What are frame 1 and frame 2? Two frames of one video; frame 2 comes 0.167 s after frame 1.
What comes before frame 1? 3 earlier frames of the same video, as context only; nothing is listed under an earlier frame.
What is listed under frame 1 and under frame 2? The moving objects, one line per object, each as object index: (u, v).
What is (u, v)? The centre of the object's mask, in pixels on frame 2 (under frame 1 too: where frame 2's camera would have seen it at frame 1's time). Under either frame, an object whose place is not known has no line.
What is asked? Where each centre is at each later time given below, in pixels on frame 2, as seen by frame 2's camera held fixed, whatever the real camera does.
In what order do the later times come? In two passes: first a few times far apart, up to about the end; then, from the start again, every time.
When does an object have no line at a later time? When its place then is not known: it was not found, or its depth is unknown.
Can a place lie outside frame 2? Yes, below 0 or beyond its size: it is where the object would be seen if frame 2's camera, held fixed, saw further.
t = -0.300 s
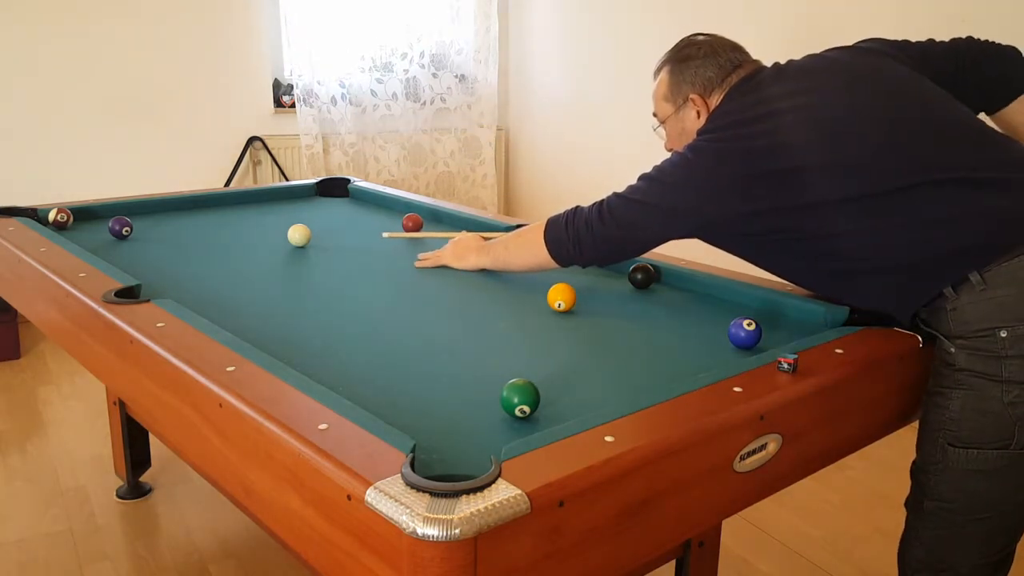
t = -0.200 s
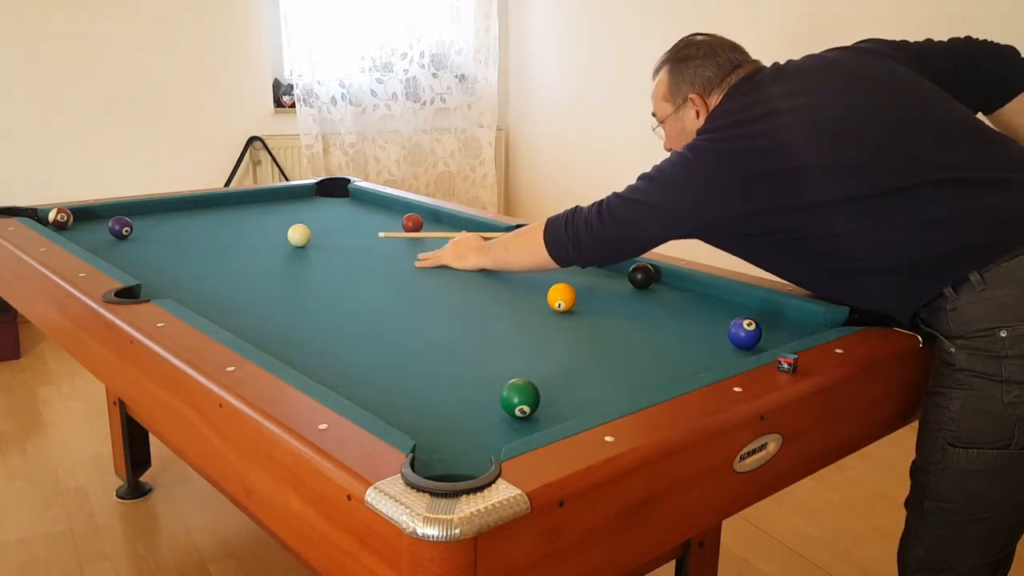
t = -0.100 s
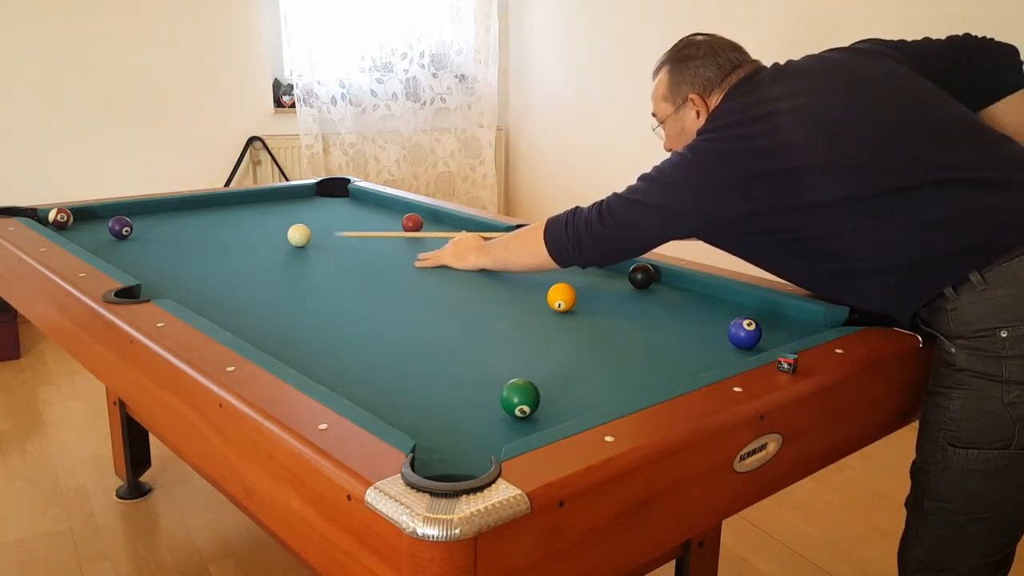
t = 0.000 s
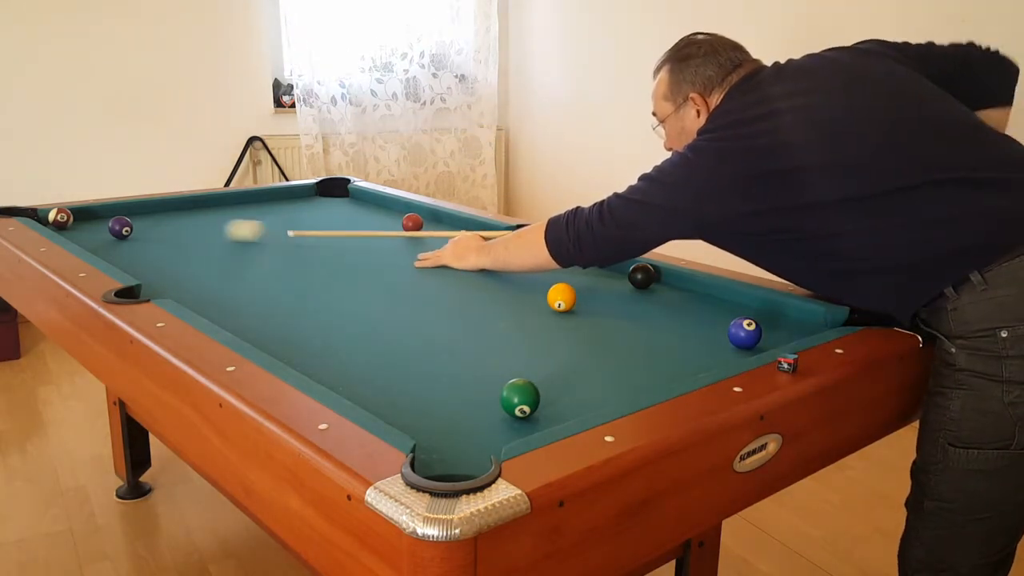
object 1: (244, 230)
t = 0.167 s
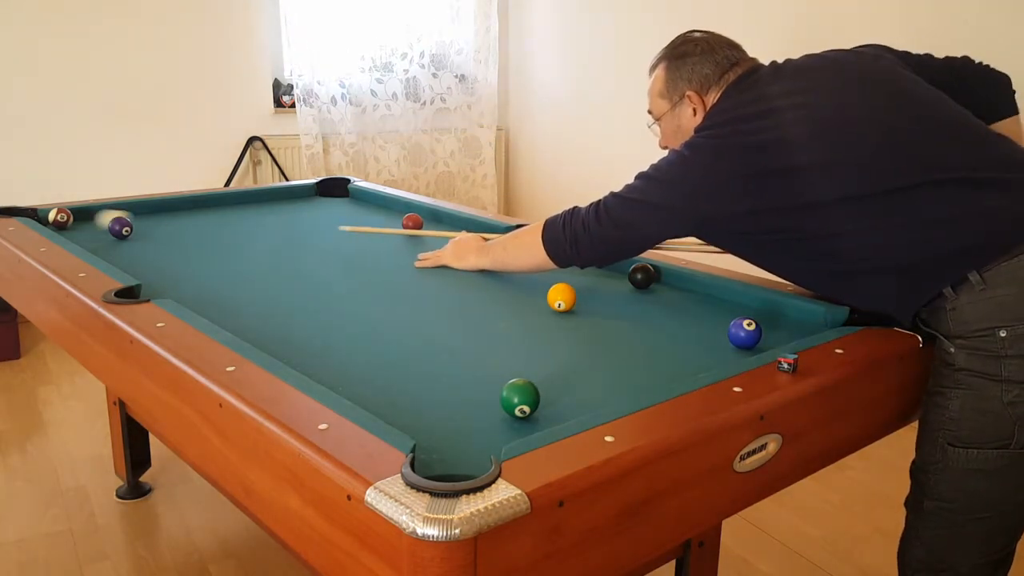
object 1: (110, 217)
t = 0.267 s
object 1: (84, 216)
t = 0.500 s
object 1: (98, 214)
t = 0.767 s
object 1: (125, 213)
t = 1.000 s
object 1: (145, 219)
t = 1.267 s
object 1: (168, 221)
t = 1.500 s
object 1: (187, 223)
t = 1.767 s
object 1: (207, 225)
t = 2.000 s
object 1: (224, 227)
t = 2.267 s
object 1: (243, 230)
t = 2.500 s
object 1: (258, 231)
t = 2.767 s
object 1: (274, 233)
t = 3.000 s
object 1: (288, 235)
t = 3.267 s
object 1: (303, 237)
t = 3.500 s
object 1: (315, 238)
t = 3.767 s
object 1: (327, 240)
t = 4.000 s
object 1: (338, 241)
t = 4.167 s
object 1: (344, 242)
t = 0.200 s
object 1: (92, 218)
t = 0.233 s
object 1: (83, 217)
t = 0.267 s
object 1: (84, 216)
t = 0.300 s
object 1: (85, 215)
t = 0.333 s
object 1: (84, 214)
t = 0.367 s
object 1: (83, 213)
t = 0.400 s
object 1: (86, 213)
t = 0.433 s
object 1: (91, 213)
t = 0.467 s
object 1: (95, 214)
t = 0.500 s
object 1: (98, 214)
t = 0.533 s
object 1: (101, 214)
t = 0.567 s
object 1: (104, 214)
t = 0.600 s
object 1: (107, 214)
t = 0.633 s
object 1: (109, 214)
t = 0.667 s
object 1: (113, 213)
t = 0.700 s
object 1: (116, 213)
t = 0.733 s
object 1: (120, 213)
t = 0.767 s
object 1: (125, 213)
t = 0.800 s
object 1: (128, 214)
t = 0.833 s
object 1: (132, 216)
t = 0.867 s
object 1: (135, 216)
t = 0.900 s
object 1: (138, 217)
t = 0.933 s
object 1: (140, 218)
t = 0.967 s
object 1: (143, 219)
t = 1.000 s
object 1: (145, 219)
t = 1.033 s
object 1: (148, 219)
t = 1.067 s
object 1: (151, 219)
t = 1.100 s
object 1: (154, 220)
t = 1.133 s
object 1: (157, 220)
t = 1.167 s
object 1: (159, 220)
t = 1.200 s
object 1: (162, 221)
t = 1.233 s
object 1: (165, 221)
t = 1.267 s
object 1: (168, 221)
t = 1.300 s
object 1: (170, 221)
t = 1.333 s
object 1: (173, 222)
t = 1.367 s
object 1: (176, 222)
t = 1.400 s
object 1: (179, 222)
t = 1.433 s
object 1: (181, 223)
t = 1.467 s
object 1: (184, 223)
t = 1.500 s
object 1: (187, 223)
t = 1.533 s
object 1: (189, 223)
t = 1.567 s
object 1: (192, 224)
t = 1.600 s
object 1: (194, 224)
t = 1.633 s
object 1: (197, 224)
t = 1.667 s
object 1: (199, 224)
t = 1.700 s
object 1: (202, 225)
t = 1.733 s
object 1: (205, 225)
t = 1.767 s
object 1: (207, 225)
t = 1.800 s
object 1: (210, 226)
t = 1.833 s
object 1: (212, 226)
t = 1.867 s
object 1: (215, 226)
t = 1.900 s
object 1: (217, 227)
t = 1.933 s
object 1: (220, 227)
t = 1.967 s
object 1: (222, 227)
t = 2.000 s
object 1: (224, 227)
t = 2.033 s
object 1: (226, 228)
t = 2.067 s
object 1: (229, 228)
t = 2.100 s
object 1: (231, 228)
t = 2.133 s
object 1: (233, 228)
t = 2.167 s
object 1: (236, 229)
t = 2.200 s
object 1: (238, 229)
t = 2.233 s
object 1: (240, 229)
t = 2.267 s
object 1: (243, 230)
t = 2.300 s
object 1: (245, 230)
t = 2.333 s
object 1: (247, 230)
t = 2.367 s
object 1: (249, 230)
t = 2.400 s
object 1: (252, 231)
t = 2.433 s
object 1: (254, 231)
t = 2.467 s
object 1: (256, 231)
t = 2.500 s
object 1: (258, 231)
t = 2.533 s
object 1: (260, 232)
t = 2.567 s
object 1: (262, 232)
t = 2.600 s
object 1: (264, 232)
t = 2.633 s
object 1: (266, 232)
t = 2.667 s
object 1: (269, 232)
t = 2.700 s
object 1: (270, 233)
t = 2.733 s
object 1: (273, 233)
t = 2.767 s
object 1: (274, 233)
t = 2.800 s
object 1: (276, 234)
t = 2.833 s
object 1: (278, 234)
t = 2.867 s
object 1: (281, 234)
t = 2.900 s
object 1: (282, 234)
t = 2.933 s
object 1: (285, 235)
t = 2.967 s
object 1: (286, 235)
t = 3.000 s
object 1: (288, 235)
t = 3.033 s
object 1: (290, 235)
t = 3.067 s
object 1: (292, 235)
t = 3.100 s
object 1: (294, 236)
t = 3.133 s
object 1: (295, 236)
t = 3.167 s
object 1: (297, 236)
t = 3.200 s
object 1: (299, 236)
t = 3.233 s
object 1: (301, 237)
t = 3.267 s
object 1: (303, 237)
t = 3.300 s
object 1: (304, 237)
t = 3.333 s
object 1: (306, 237)
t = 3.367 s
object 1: (308, 237)
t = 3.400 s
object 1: (310, 238)
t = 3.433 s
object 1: (311, 238)
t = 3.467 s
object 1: (313, 238)
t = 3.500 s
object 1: (315, 238)
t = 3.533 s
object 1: (316, 238)
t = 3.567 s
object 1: (318, 239)
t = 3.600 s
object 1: (319, 239)
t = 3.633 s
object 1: (321, 239)
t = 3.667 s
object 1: (323, 239)
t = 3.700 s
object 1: (324, 239)
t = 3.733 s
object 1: (326, 240)
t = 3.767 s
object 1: (327, 240)
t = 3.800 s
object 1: (329, 240)
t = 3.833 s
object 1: (330, 240)
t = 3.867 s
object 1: (332, 240)
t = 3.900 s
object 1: (333, 241)
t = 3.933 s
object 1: (335, 241)
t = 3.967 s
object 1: (336, 241)
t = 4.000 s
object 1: (338, 241)
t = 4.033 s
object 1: (339, 241)
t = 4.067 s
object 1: (340, 242)
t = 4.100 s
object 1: (342, 242)
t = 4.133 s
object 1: (343, 242)
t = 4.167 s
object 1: (344, 242)
